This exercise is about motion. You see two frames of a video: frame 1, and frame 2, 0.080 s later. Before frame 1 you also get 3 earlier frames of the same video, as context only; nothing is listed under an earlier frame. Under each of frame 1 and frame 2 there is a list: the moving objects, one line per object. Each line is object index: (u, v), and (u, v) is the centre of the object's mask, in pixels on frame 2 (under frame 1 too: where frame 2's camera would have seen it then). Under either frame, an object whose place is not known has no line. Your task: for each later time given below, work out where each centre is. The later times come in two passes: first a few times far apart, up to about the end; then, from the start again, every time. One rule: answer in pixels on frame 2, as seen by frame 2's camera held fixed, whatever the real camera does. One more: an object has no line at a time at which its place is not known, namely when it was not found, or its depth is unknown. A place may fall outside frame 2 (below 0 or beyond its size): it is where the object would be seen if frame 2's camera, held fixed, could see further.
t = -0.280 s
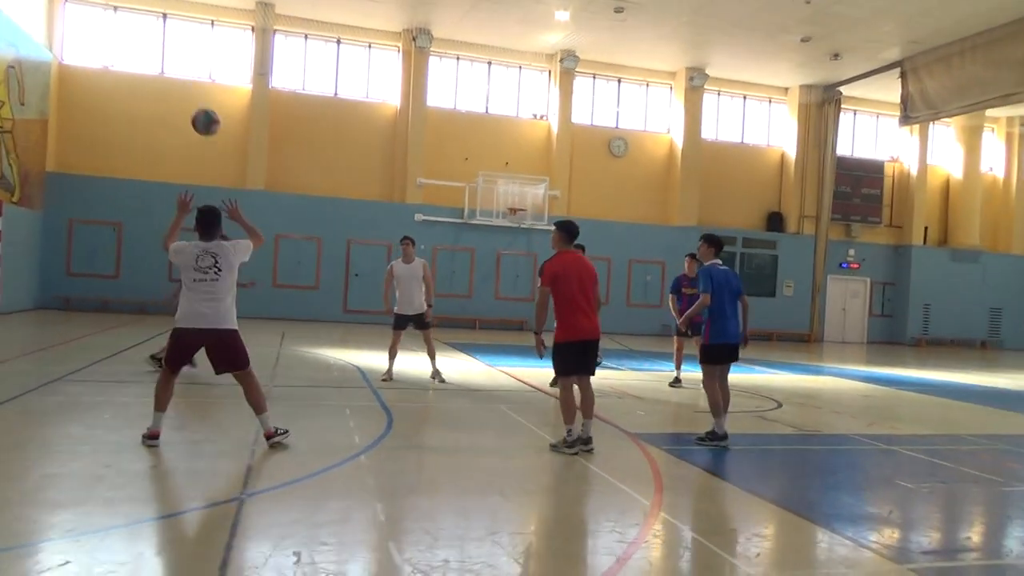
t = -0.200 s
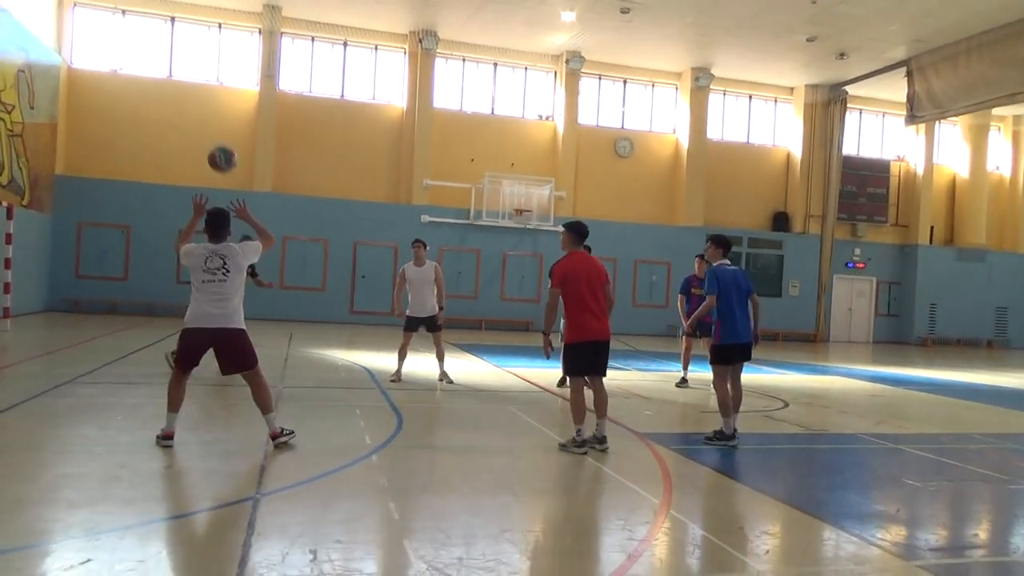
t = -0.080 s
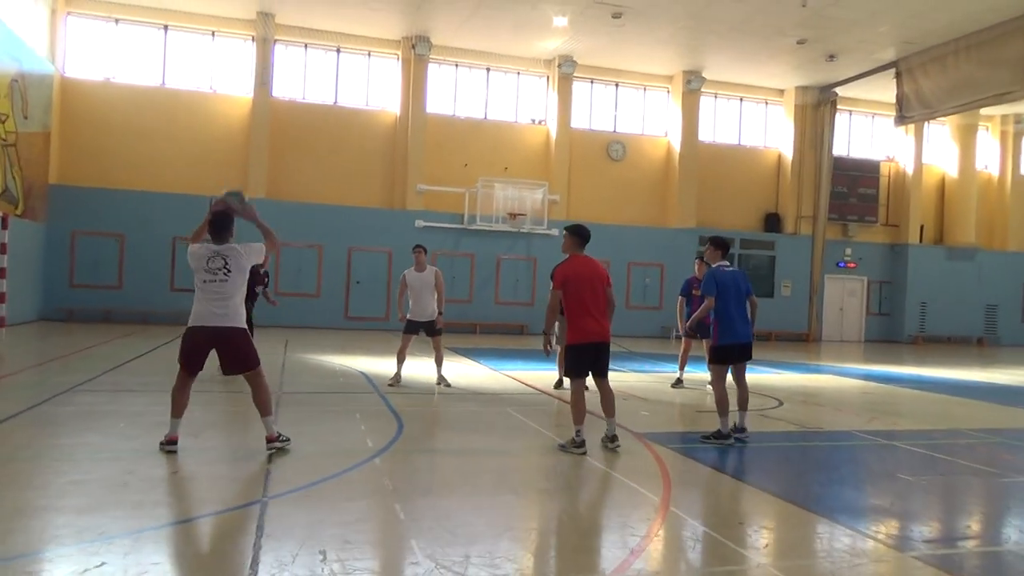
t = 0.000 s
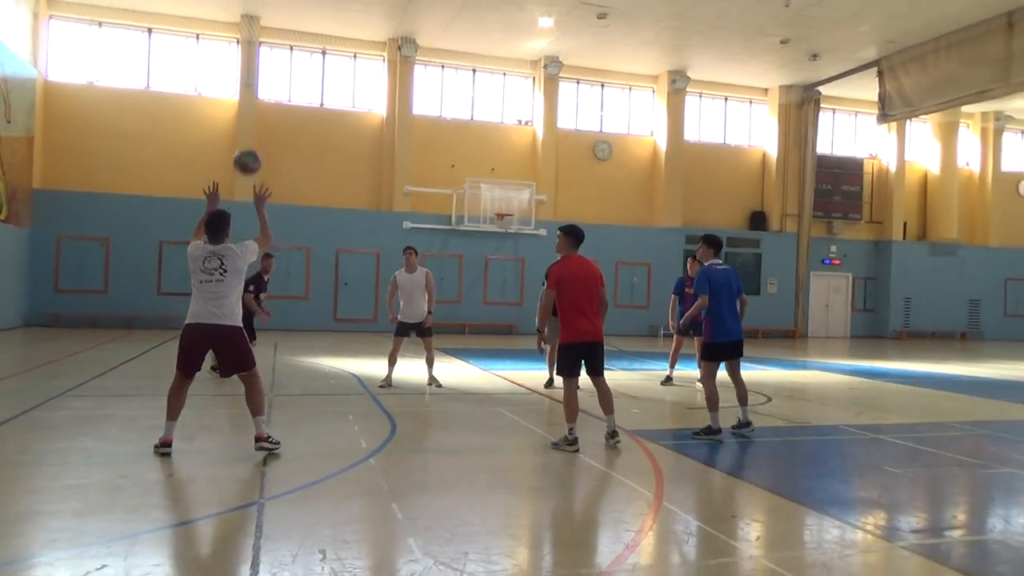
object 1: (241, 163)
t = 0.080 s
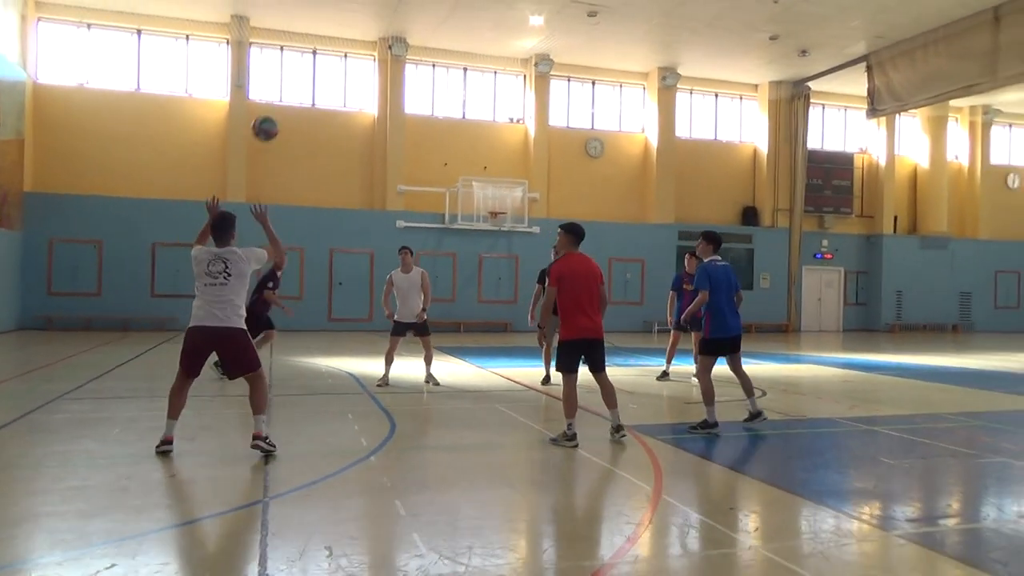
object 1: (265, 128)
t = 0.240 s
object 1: (309, 92)
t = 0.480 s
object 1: (362, 91)
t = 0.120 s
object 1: (276, 115)
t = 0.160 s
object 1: (287, 106)
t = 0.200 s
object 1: (298, 98)
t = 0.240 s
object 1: (309, 92)
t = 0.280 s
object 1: (318, 87)
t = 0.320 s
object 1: (328, 85)
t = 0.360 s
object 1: (337, 84)
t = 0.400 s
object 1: (346, 85)
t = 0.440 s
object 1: (354, 87)
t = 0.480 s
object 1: (362, 91)
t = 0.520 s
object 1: (369, 96)
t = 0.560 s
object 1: (376, 102)
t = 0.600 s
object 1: (383, 110)
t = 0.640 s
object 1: (388, 119)
